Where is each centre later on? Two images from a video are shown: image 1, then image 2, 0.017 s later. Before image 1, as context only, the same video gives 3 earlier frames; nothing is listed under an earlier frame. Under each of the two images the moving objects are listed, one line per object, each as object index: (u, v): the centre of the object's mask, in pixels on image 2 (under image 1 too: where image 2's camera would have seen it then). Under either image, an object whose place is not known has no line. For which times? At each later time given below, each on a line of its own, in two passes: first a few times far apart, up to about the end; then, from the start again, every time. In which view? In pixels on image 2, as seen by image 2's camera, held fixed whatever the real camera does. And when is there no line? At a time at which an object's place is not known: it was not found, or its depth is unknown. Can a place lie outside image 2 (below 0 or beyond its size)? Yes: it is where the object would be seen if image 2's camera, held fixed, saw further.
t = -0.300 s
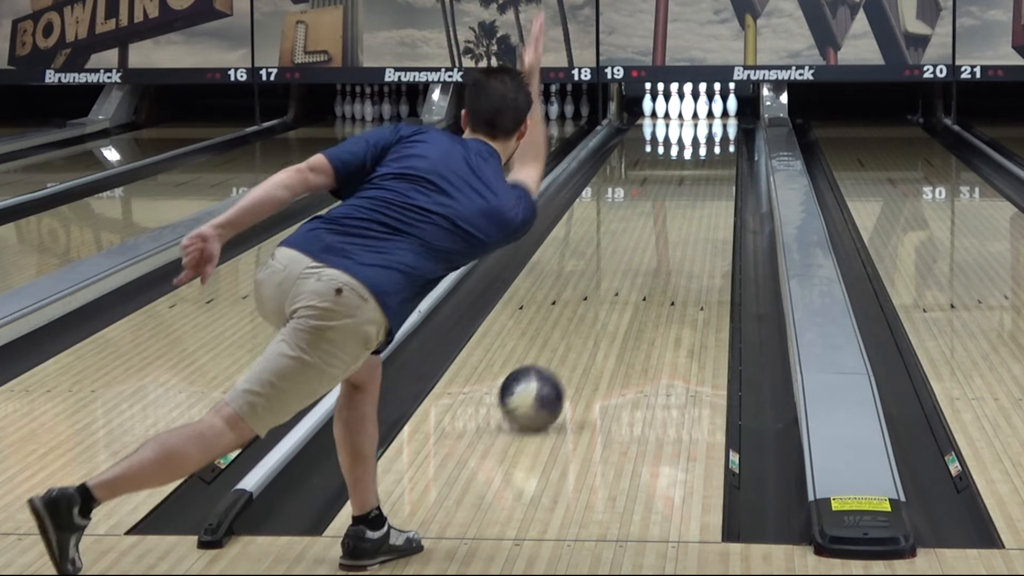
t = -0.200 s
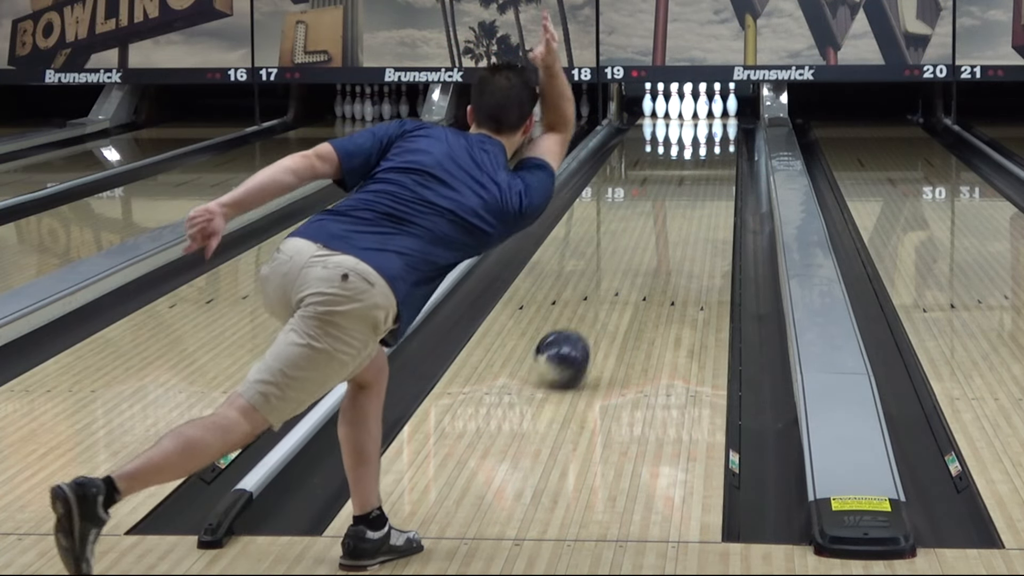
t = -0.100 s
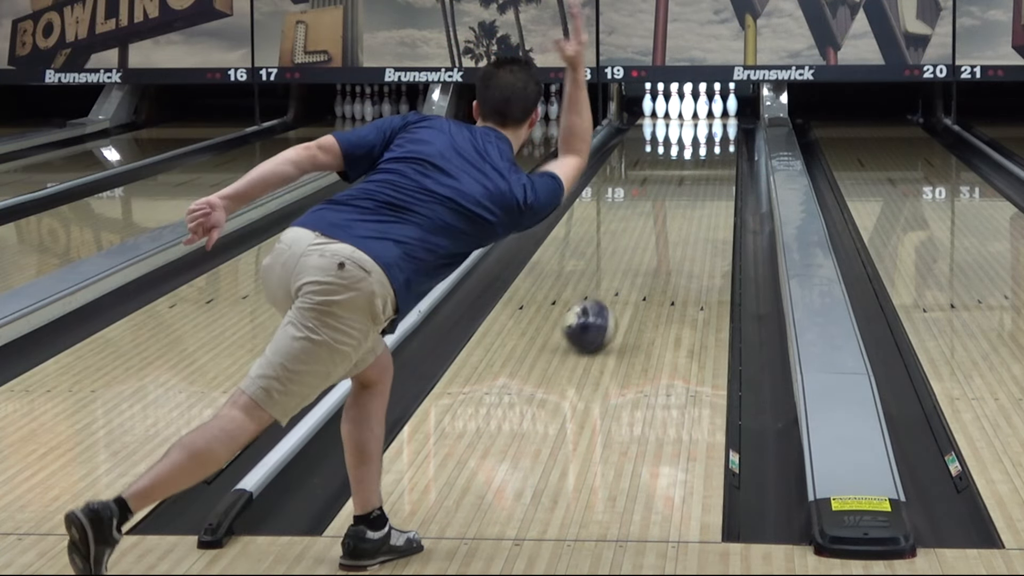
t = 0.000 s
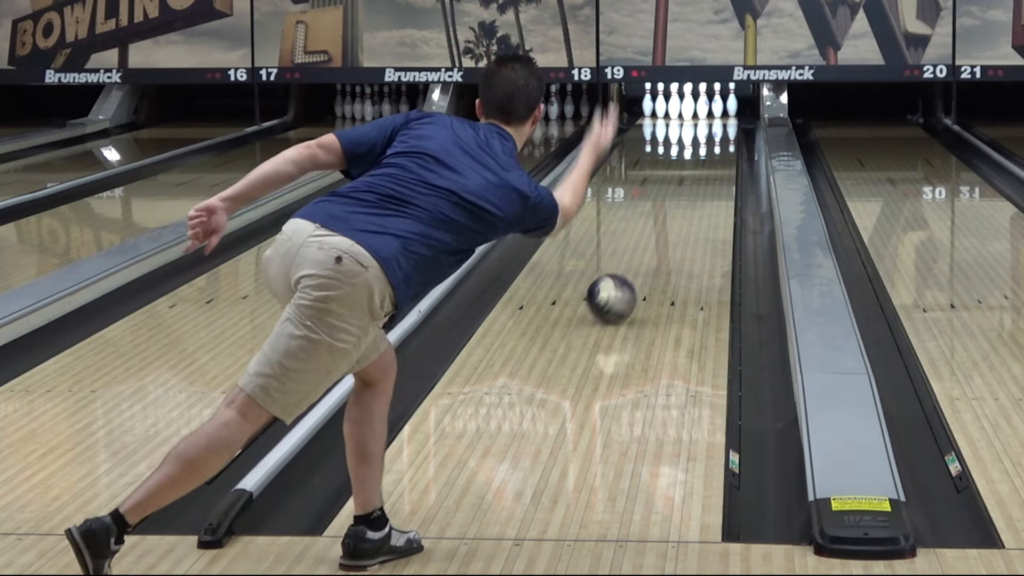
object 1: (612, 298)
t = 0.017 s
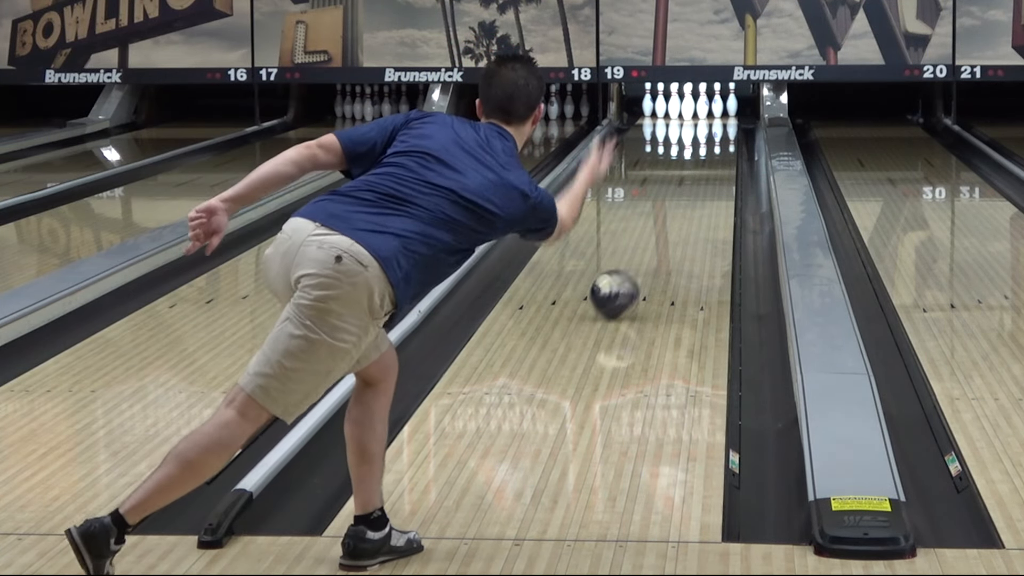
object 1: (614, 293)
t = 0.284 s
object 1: (657, 241)
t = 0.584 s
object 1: (688, 200)
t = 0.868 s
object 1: (708, 171)
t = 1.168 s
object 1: (721, 149)
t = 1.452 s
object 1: (723, 132)
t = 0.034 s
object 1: (618, 291)
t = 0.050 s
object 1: (621, 286)
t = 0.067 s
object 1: (623, 283)
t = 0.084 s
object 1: (625, 280)
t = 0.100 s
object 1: (630, 276)
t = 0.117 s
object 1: (633, 272)
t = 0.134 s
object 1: (635, 269)
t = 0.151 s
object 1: (638, 264)
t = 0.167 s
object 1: (641, 262)
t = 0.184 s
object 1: (643, 258)
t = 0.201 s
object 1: (644, 255)
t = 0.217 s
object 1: (647, 252)
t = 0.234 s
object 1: (650, 250)
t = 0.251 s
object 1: (653, 247)
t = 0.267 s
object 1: (655, 244)
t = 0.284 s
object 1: (657, 241)
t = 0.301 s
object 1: (659, 238)
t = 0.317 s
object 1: (662, 236)
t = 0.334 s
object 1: (663, 233)
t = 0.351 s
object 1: (664, 230)
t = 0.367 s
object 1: (667, 228)
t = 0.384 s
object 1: (669, 226)
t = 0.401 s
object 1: (671, 223)
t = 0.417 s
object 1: (672, 220)
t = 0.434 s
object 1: (674, 218)
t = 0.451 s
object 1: (676, 216)
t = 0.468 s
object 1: (678, 214)
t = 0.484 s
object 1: (680, 211)
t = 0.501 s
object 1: (681, 209)
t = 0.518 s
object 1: (682, 207)
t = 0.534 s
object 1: (684, 205)
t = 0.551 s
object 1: (685, 203)
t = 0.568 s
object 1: (687, 202)
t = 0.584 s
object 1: (688, 200)
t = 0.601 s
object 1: (689, 198)
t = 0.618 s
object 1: (691, 195)
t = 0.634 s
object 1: (692, 193)
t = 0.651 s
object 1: (693, 191)
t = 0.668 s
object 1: (694, 190)
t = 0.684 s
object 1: (696, 189)
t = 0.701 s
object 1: (697, 187)
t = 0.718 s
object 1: (698, 185)
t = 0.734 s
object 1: (699, 183)
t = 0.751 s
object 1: (701, 182)
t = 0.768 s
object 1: (702, 180)
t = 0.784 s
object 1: (703, 178)
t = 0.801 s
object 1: (704, 177)
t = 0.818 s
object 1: (705, 176)
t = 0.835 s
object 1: (706, 175)
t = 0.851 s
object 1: (707, 173)
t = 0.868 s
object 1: (708, 171)
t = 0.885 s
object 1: (709, 170)
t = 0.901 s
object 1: (710, 169)
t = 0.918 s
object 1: (710, 167)
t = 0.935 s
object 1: (711, 166)
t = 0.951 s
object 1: (712, 164)
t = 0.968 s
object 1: (713, 163)
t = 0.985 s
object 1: (713, 162)
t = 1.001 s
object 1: (715, 160)
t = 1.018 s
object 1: (715, 159)
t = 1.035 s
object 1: (716, 158)
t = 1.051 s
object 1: (717, 157)
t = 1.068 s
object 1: (717, 155)
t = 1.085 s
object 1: (718, 154)
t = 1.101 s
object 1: (719, 153)
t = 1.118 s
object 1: (720, 152)
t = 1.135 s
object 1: (720, 149)
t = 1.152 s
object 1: (721, 150)
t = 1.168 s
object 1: (721, 149)
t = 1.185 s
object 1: (721, 148)
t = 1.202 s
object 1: (721, 146)
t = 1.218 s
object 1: (722, 145)
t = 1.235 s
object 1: (722, 145)
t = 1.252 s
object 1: (723, 144)
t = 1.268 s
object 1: (723, 142)
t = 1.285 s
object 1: (724, 142)
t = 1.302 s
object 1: (723, 140)
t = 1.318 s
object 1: (723, 139)
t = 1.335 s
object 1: (723, 138)
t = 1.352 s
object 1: (724, 137)
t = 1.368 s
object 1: (724, 136)
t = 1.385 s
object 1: (724, 136)
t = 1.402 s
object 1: (724, 135)
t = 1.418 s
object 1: (724, 134)
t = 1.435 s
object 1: (723, 133)
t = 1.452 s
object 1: (723, 132)
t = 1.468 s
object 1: (723, 131)
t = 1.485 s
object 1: (722, 130)
